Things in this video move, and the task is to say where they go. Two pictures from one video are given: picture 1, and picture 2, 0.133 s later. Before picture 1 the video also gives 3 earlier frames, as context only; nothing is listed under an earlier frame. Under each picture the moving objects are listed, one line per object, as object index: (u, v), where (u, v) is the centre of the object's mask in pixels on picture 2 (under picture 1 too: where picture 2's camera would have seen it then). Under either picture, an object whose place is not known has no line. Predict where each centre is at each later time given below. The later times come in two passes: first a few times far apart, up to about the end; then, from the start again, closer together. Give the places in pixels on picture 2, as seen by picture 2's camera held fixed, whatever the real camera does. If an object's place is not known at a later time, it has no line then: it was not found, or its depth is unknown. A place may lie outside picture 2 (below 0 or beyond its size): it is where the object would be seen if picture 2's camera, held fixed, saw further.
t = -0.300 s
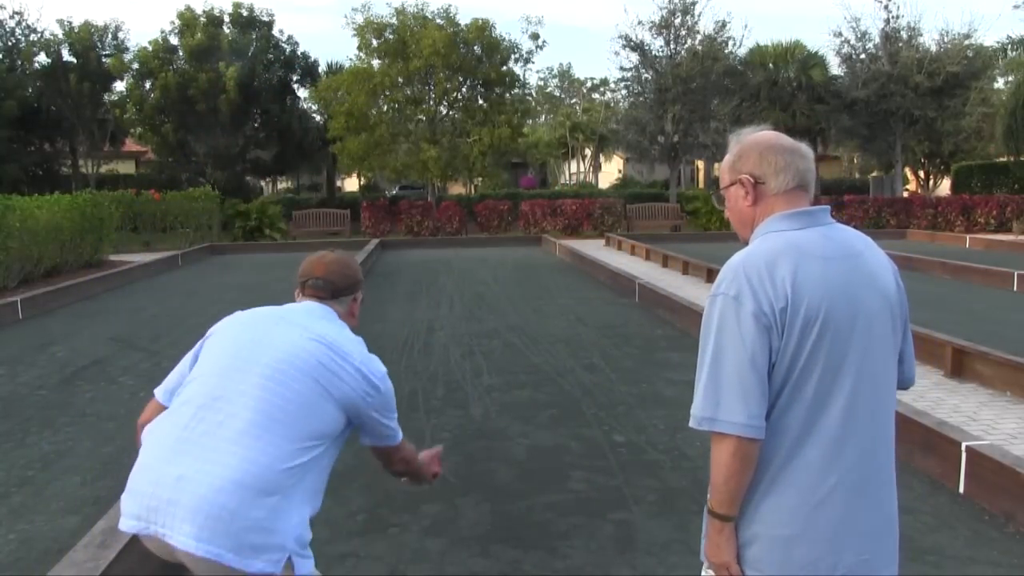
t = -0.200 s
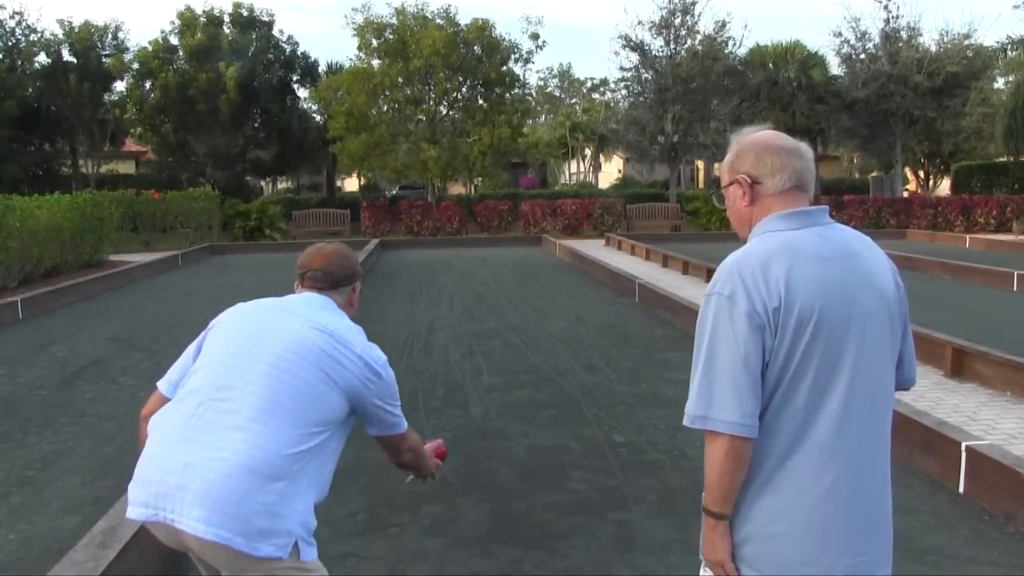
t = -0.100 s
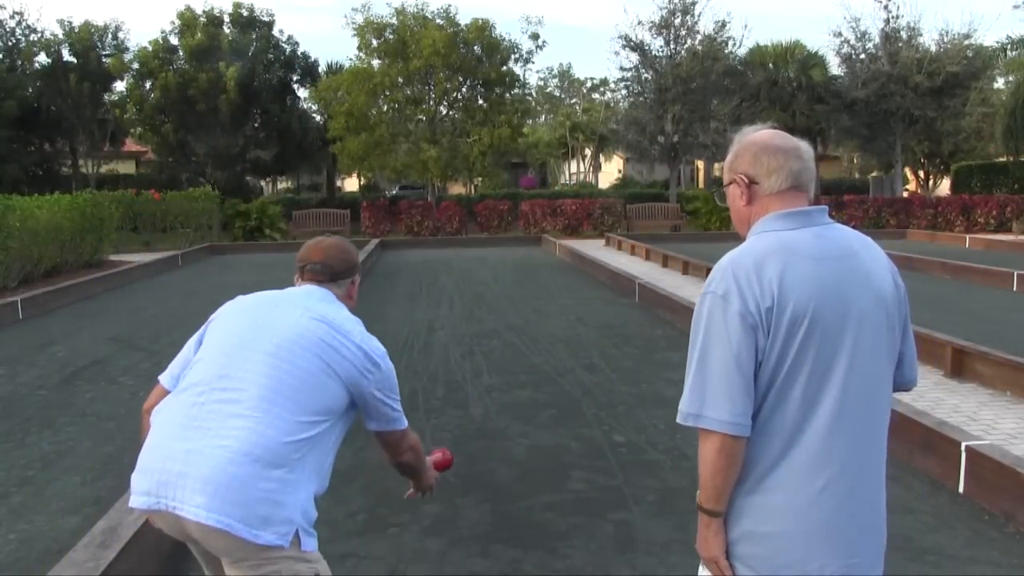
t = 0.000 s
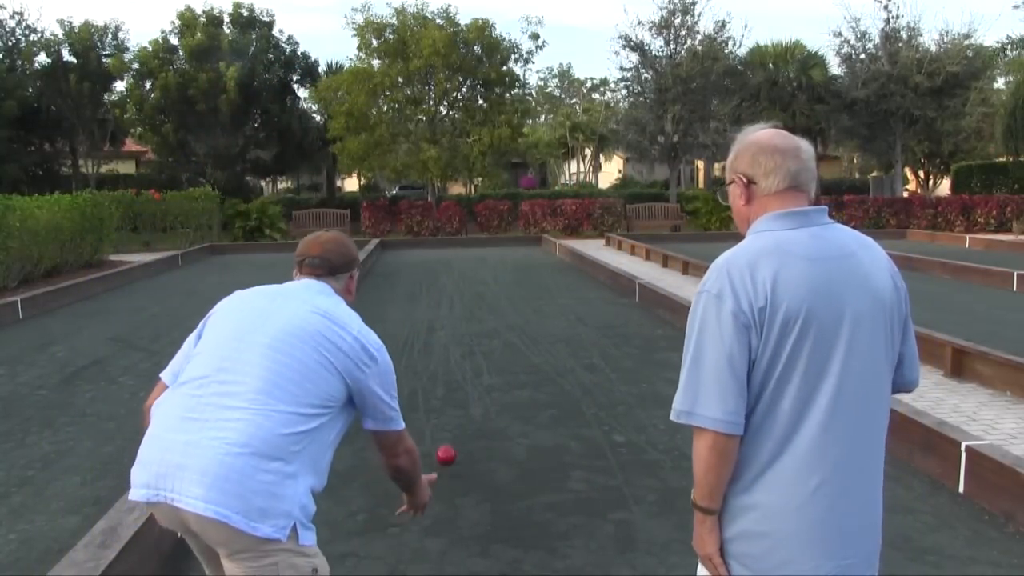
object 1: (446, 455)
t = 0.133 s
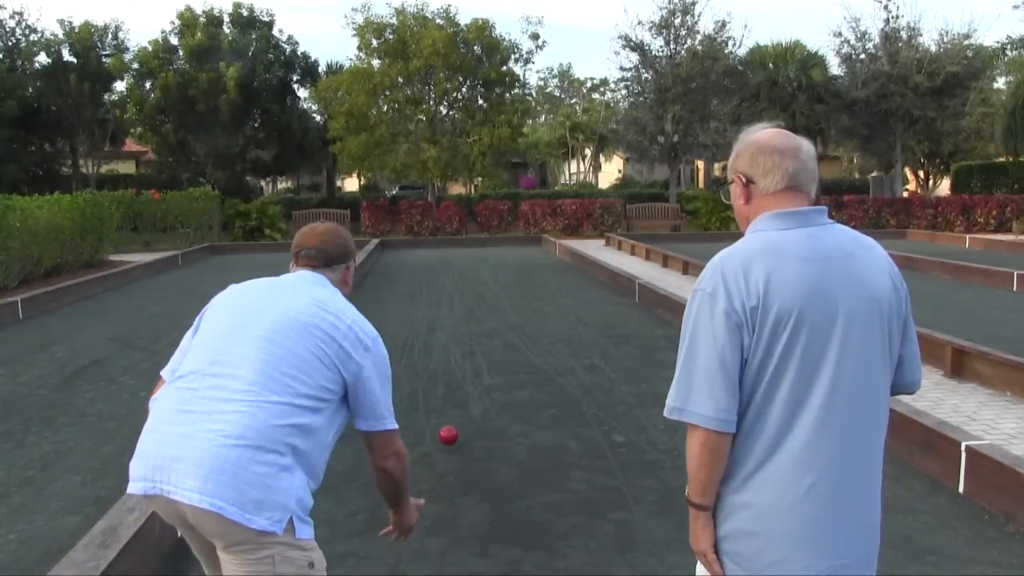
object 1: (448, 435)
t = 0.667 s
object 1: (456, 379)
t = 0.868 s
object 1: (457, 364)
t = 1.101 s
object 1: (459, 350)
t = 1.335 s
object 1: (460, 338)
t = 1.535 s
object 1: (460, 330)
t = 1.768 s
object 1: (460, 321)
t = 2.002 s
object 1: (461, 314)
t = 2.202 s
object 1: (462, 309)
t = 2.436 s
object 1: (463, 303)
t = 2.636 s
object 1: (464, 299)
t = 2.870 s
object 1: (464, 295)
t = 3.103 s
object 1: (465, 291)
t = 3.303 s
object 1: (465, 288)
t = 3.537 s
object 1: (466, 285)
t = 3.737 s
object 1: (466, 283)
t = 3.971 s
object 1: (466, 280)
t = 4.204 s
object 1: (465, 278)
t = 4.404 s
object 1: (465, 276)
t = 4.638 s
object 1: (465, 275)
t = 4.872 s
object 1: (465, 273)
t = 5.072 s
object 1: (466, 272)
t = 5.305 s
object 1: (467, 271)
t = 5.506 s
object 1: (468, 270)
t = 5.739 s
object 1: (469, 269)
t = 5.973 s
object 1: (470, 268)
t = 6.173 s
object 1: (471, 268)
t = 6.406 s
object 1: (473, 267)
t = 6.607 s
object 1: (475, 267)
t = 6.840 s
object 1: (477, 266)
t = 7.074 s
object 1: (478, 266)
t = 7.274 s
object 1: (478, 266)
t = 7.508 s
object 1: (479, 266)
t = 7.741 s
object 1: (478, 266)
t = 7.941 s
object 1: (478, 266)
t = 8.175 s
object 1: (478, 266)
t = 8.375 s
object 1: (478, 266)
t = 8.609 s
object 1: (478, 266)
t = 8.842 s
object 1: (478, 266)
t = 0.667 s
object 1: (456, 379)
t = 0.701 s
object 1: (456, 376)
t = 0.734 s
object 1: (457, 372)
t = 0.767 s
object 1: (457, 371)
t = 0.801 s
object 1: (457, 368)
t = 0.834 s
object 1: (457, 366)
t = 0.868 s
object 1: (457, 364)
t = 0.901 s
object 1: (457, 361)
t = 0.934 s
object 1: (458, 359)
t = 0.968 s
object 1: (458, 358)
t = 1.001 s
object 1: (458, 356)
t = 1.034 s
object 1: (458, 353)
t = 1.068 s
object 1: (458, 351)
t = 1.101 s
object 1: (459, 350)
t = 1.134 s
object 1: (459, 348)
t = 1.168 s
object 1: (459, 346)
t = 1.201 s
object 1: (460, 345)
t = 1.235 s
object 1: (460, 343)
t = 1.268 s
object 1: (460, 341)
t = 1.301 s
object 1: (460, 340)
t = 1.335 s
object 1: (460, 338)
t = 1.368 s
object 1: (459, 337)
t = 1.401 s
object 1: (460, 335)
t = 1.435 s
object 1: (460, 334)
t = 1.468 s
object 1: (460, 332)
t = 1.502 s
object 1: (460, 331)
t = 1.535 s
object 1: (460, 330)
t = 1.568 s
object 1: (460, 328)
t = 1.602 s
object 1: (460, 327)
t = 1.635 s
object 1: (460, 326)
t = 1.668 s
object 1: (460, 324)
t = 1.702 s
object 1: (460, 323)
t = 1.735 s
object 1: (460, 322)
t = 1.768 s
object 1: (460, 321)
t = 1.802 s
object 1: (460, 320)
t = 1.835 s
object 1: (461, 319)
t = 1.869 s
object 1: (460, 318)
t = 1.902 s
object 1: (461, 317)
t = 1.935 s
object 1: (461, 316)
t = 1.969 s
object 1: (461, 315)
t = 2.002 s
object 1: (461, 314)
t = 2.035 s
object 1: (461, 313)
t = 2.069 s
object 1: (462, 312)
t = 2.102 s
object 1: (462, 312)
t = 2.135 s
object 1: (462, 311)
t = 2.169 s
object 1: (462, 310)
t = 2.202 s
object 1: (462, 309)
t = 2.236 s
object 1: (462, 308)
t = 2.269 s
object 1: (462, 307)
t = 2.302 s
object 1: (463, 306)
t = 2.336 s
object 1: (463, 306)
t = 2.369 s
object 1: (463, 305)
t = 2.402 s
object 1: (463, 304)
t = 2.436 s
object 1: (463, 303)
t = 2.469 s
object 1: (463, 302)
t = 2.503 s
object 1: (463, 302)
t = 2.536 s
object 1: (464, 301)
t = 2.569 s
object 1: (464, 300)
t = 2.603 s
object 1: (464, 300)
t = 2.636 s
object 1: (464, 299)
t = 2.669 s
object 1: (464, 299)
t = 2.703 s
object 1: (464, 298)
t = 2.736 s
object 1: (464, 297)
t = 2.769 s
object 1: (464, 297)
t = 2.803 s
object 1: (464, 296)
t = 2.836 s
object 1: (464, 296)
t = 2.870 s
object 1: (464, 295)
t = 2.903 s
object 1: (464, 295)
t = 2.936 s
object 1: (465, 294)
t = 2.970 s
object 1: (464, 293)
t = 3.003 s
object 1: (465, 293)
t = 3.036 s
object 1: (465, 292)
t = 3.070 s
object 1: (465, 292)
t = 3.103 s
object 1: (465, 291)
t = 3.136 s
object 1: (465, 291)
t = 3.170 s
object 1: (465, 290)
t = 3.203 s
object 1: (465, 290)
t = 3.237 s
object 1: (465, 289)
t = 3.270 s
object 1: (465, 289)
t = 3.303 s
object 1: (465, 288)
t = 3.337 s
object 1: (466, 288)
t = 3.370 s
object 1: (466, 287)
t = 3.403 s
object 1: (466, 287)
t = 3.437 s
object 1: (466, 286)
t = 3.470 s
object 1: (466, 286)
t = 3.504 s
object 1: (466, 286)
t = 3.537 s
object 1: (466, 285)
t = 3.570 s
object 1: (466, 285)
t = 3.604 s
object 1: (466, 284)
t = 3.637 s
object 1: (466, 284)
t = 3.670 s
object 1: (466, 284)
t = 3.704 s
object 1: (466, 283)
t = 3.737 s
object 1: (466, 283)
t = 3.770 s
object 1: (466, 283)
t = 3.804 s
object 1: (466, 282)
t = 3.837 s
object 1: (466, 282)
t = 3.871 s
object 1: (466, 281)
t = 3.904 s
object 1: (466, 281)
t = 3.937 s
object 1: (466, 281)
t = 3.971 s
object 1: (466, 280)
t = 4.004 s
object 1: (465, 280)
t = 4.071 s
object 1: (465, 280)
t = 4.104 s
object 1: (465, 279)
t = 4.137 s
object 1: (465, 279)
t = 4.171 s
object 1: (465, 279)
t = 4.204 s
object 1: (465, 278)
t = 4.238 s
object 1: (465, 278)
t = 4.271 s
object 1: (465, 278)
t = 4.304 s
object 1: (465, 277)
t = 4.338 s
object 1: (465, 277)
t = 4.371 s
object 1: (465, 277)
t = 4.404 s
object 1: (465, 276)
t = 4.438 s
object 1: (465, 276)
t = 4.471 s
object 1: (465, 276)
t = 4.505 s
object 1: (465, 275)
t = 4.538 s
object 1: (465, 275)
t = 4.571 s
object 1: (465, 275)
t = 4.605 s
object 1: (465, 275)
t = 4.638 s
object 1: (465, 275)
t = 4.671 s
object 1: (465, 275)
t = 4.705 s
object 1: (465, 275)
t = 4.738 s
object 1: (465, 274)
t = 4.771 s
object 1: (465, 274)
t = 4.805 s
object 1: (465, 274)
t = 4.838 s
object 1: (465, 273)
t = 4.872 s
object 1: (465, 273)
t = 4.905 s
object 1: (465, 273)
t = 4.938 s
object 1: (465, 273)
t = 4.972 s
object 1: (465, 273)
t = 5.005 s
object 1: (465, 273)
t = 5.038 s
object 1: (466, 272)
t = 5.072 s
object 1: (466, 272)
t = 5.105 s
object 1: (466, 272)
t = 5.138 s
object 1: (466, 272)
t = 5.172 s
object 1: (466, 272)
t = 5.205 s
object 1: (466, 272)
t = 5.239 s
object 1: (466, 271)
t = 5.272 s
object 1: (467, 271)
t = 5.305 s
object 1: (467, 271)
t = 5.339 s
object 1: (467, 271)
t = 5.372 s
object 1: (467, 271)
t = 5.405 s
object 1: (467, 271)
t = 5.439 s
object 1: (467, 271)
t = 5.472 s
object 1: (468, 270)
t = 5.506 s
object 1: (468, 270)
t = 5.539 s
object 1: (468, 270)
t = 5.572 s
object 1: (468, 270)
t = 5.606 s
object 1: (468, 270)
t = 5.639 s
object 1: (468, 269)
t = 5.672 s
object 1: (469, 269)
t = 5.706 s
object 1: (469, 269)
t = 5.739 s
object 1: (469, 269)
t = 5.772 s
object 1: (469, 269)
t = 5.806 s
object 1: (469, 269)
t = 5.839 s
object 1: (470, 269)
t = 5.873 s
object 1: (470, 269)
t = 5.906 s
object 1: (470, 269)
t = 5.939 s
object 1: (470, 268)
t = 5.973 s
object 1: (470, 268)
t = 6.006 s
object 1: (470, 268)
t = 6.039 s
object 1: (471, 268)
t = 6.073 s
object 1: (471, 268)
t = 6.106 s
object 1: (471, 268)
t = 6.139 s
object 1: (471, 268)
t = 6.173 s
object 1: (471, 268)
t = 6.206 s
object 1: (471, 268)
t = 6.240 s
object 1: (472, 267)
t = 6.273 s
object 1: (472, 267)
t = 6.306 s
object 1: (472, 267)
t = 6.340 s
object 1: (472, 267)
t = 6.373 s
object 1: (473, 267)
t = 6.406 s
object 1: (473, 267)
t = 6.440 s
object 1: (473, 267)
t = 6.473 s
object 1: (474, 267)
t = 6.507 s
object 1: (474, 267)
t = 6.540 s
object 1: (474, 267)
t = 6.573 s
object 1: (475, 267)
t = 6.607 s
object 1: (475, 267)
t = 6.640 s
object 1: (475, 267)
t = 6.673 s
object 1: (475, 267)
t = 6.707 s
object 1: (476, 267)
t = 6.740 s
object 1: (476, 267)
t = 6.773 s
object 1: (476, 267)
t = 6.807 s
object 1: (476, 266)
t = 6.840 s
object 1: (477, 266)
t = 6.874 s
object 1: (477, 266)
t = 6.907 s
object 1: (477, 266)
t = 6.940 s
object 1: (477, 266)
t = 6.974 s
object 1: (477, 266)
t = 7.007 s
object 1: (477, 266)
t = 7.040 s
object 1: (478, 266)
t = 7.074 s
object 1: (478, 266)
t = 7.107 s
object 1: (478, 266)
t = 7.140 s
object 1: (478, 266)
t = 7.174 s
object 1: (478, 266)
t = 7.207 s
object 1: (478, 266)
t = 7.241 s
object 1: (478, 266)
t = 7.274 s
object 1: (478, 266)
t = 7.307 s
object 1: (479, 266)
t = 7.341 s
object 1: (479, 266)
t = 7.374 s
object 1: (479, 266)
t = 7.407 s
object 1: (479, 266)
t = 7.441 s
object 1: (479, 266)
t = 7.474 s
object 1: (479, 266)
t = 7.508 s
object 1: (479, 266)
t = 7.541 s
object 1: (479, 266)
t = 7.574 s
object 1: (479, 266)
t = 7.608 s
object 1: (479, 266)
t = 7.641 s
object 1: (479, 266)
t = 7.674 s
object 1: (479, 266)
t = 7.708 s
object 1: (479, 266)
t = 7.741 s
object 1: (478, 266)
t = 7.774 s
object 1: (478, 266)
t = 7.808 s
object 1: (478, 266)
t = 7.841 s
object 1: (478, 266)
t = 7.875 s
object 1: (478, 266)
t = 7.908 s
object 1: (478, 266)
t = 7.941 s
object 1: (478, 266)
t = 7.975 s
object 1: (478, 266)
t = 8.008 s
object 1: (478, 266)
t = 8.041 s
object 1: (478, 266)
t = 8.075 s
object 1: (478, 266)
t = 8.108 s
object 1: (478, 266)
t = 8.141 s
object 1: (478, 266)
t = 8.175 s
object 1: (478, 266)
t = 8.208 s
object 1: (478, 266)
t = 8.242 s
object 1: (478, 266)
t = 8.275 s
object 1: (478, 266)
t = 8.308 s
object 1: (478, 266)
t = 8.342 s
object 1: (478, 266)
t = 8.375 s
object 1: (478, 266)
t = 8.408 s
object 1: (478, 266)
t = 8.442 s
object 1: (478, 266)
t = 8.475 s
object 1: (478, 266)
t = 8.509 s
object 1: (478, 266)
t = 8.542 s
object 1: (478, 266)
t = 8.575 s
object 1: (478, 266)
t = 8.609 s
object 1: (478, 266)
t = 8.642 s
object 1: (478, 266)
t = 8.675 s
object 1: (478, 266)
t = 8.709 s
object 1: (478, 266)
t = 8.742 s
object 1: (478, 266)
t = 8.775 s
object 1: (478, 266)
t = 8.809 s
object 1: (478, 266)
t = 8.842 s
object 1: (478, 266)
